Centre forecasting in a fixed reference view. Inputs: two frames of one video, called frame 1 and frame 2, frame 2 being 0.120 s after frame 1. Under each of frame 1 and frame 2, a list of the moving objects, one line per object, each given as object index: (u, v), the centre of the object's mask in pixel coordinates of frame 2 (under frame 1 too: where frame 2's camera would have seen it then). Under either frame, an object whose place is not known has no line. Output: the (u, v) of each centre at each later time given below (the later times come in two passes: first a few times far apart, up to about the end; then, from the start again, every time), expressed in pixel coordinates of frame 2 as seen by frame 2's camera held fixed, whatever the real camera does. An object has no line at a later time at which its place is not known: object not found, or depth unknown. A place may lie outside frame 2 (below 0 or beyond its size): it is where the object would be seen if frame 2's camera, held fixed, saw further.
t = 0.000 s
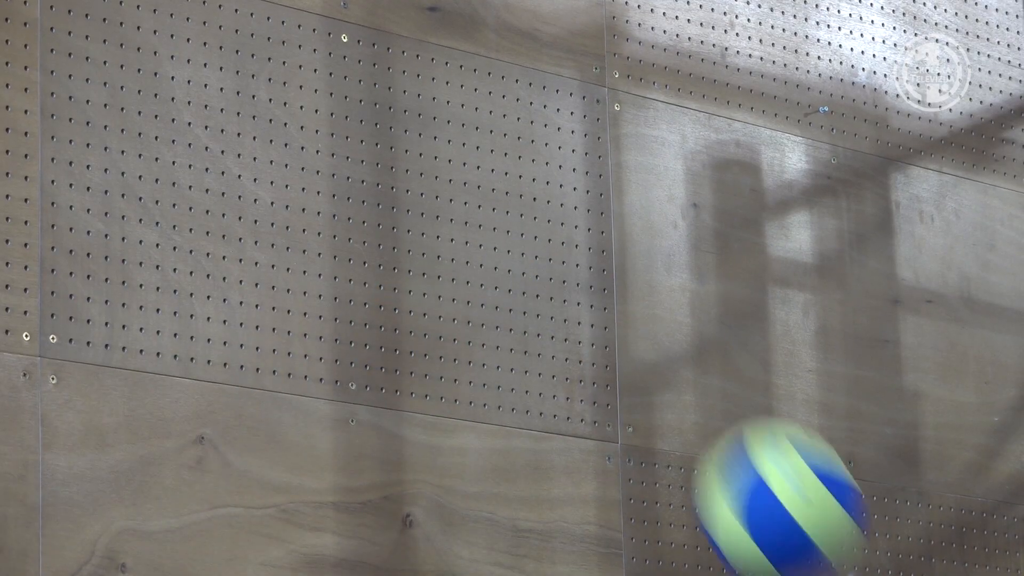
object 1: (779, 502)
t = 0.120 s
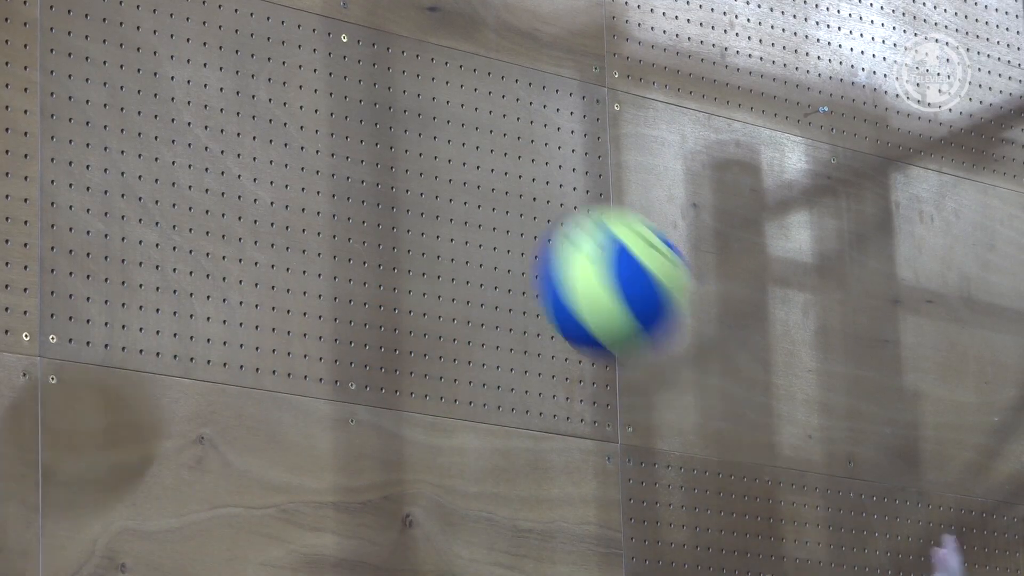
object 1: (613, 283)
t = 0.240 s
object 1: (462, 165)
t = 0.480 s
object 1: (565, 155)
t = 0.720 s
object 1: (859, 520)
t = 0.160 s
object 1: (558, 231)
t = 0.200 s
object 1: (509, 193)
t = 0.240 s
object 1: (462, 165)
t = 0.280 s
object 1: (417, 148)
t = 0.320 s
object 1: (406, 137)
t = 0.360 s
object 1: (443, 127)
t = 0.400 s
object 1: (482, 126)
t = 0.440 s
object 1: (523, 136)
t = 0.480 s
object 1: (565, 155)
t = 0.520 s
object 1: (609, 187)
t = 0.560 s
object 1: (658, 230)
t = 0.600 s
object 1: (705, 287)
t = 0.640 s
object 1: (755, 358)
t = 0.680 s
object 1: (808, 446)
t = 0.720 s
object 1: (859, 520)
